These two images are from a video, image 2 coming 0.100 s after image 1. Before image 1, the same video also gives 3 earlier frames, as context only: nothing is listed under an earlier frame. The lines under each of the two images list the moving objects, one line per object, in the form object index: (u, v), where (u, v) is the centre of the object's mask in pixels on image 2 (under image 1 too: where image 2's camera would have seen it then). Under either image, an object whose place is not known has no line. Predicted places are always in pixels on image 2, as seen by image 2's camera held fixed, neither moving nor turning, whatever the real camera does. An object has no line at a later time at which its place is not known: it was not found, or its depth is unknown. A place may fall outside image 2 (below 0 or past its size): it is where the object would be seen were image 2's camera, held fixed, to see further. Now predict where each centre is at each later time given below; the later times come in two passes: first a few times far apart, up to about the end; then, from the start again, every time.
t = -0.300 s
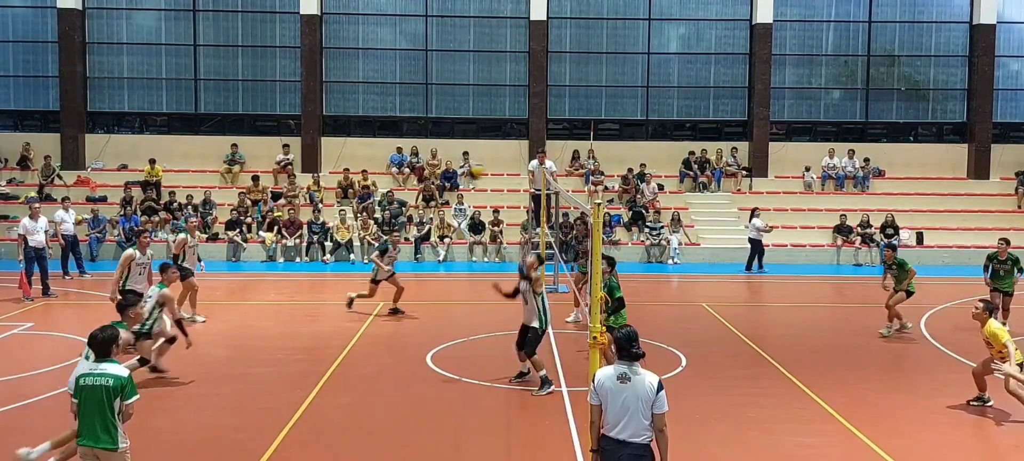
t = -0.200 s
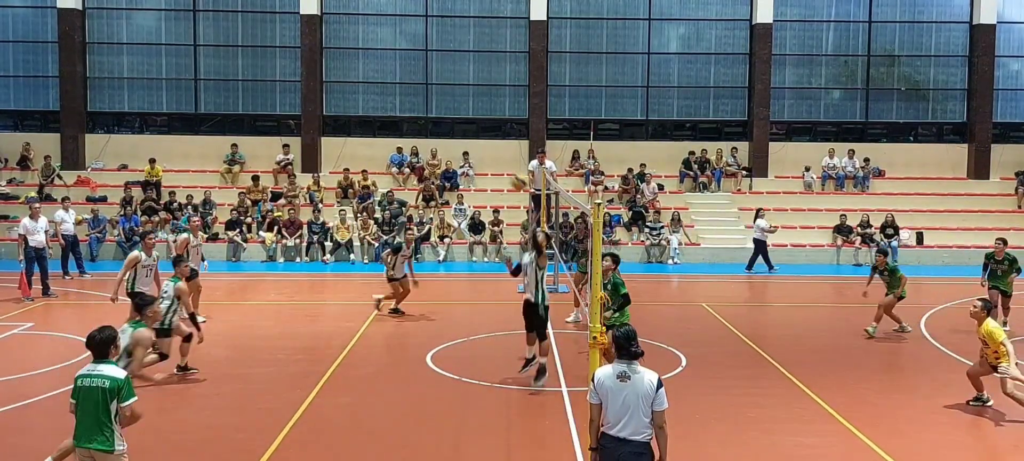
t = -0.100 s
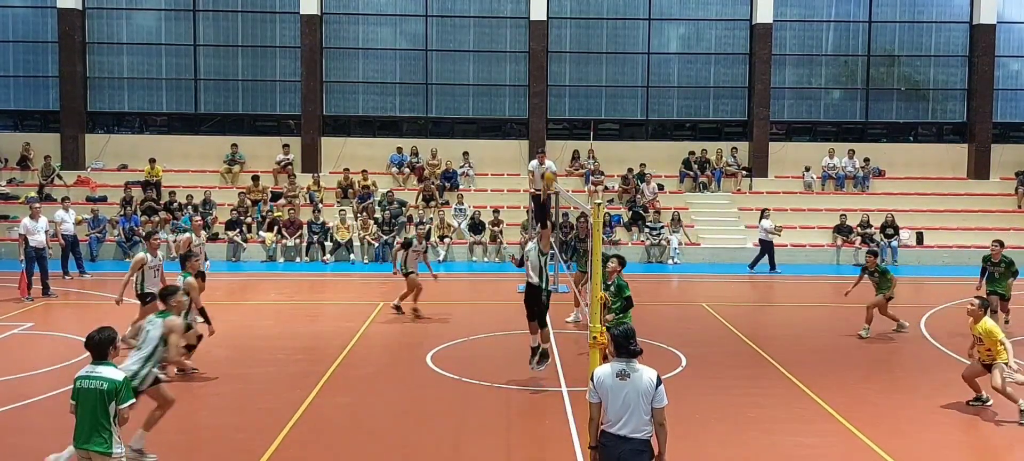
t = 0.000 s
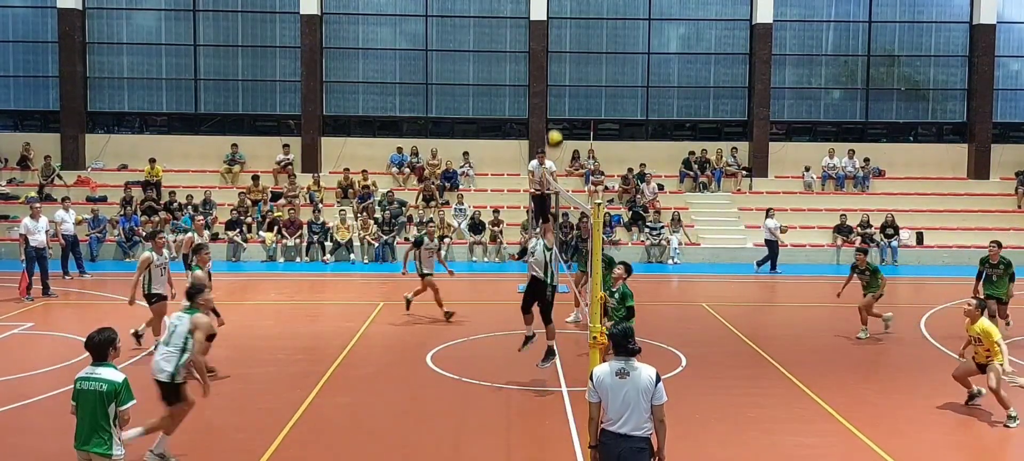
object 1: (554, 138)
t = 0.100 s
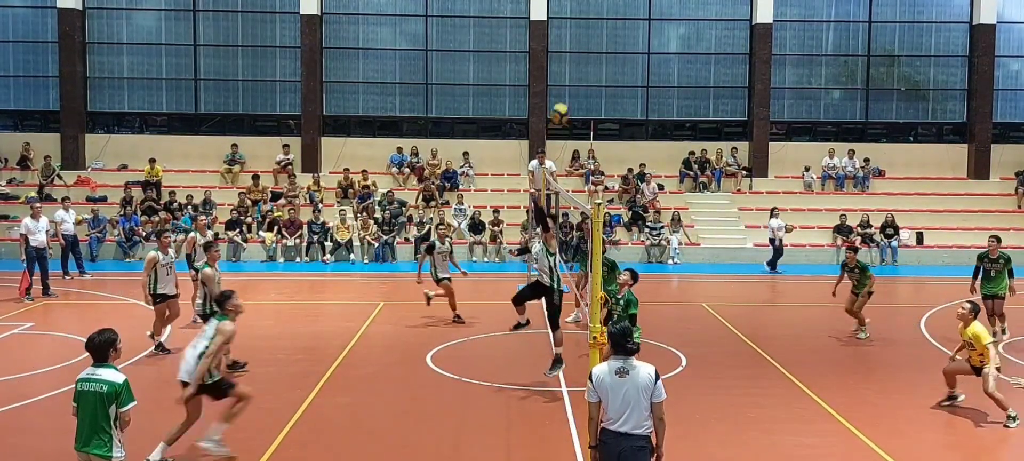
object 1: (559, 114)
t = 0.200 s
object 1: (565, 95)
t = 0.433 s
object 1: (578, 85)
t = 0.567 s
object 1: (585, 100)
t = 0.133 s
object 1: (562, 106)
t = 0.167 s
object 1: (564, 100)
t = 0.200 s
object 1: (565, 95)
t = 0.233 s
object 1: (567, 90)
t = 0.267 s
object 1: (569, 87)
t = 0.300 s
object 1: (571, 85)
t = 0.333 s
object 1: (572, 83)
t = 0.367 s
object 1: (574, 83)
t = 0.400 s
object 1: (576, 83)
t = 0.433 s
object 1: (578, 85)
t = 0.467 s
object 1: (579, 87)
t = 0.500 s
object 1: (581, 91)
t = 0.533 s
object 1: (583, 94)
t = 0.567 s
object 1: (585, 100)
